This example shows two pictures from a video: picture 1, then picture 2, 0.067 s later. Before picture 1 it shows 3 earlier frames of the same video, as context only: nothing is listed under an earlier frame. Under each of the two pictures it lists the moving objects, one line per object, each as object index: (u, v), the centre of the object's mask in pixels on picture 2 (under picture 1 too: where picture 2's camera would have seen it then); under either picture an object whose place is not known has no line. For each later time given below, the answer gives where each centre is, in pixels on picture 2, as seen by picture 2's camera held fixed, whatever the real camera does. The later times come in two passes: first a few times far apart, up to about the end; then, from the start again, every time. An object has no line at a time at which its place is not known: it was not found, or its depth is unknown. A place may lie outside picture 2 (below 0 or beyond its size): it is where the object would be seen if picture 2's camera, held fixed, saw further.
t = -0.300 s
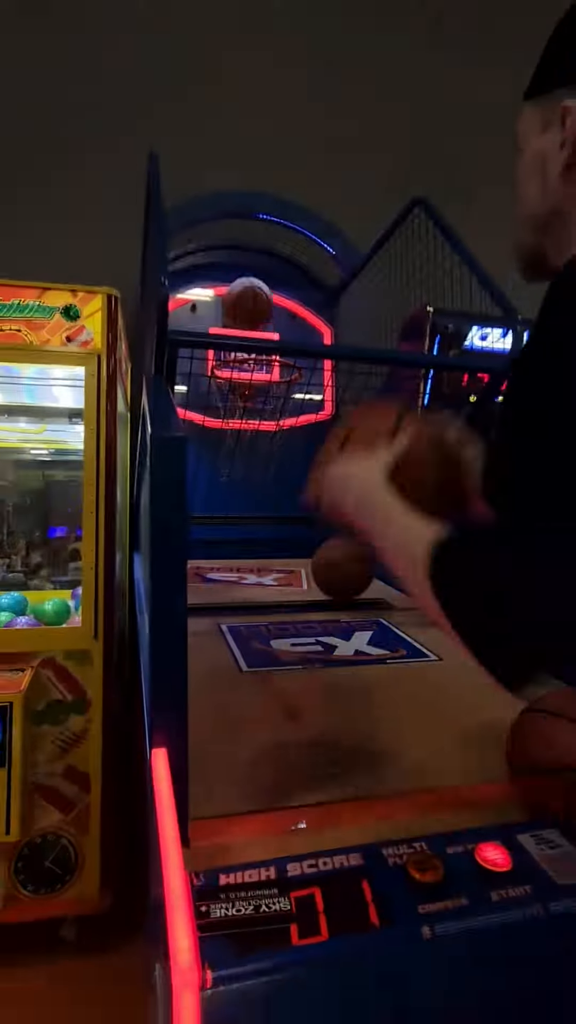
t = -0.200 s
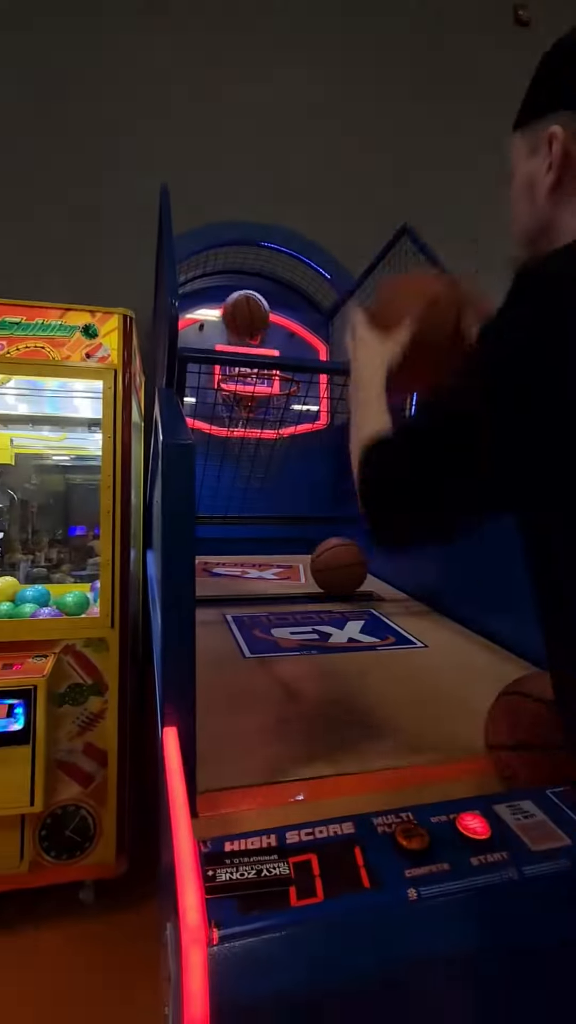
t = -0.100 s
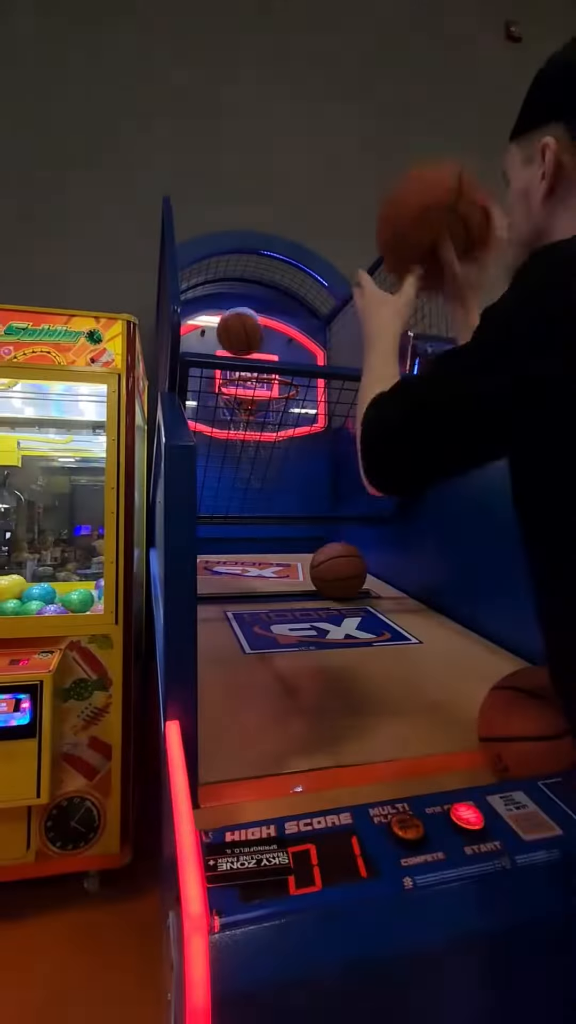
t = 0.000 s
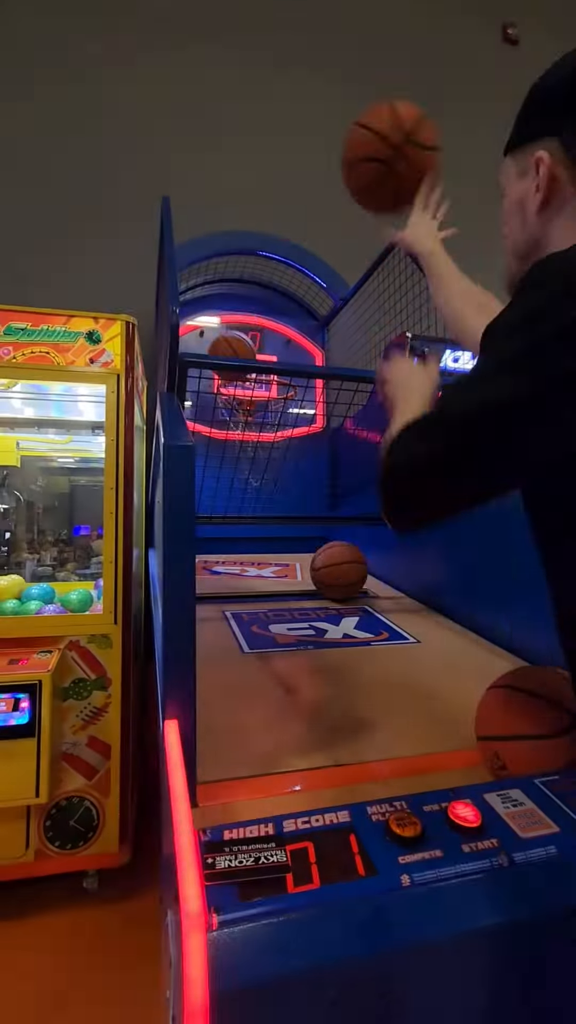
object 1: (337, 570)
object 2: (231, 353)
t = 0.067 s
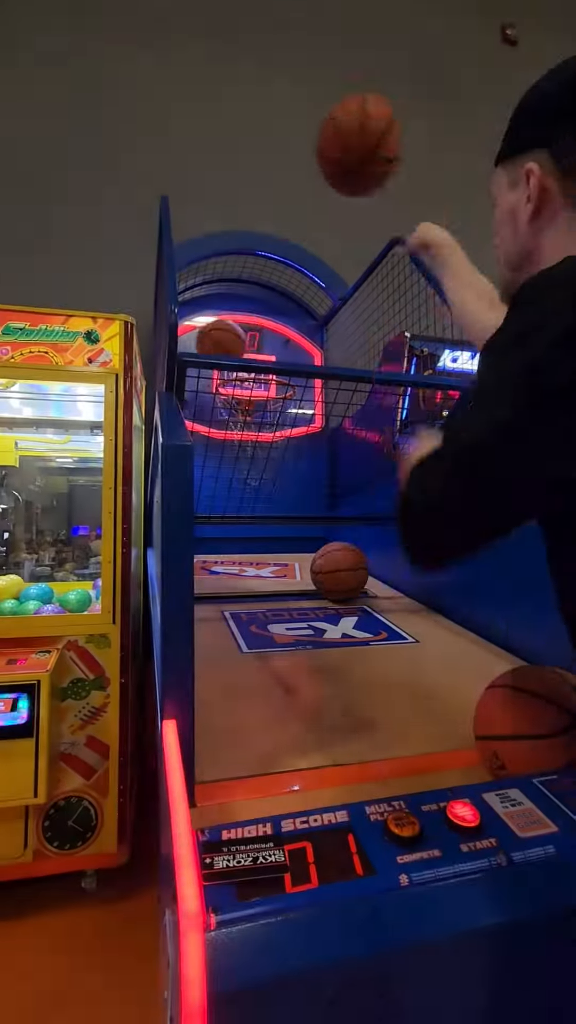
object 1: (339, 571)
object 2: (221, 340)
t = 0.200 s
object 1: (344, 576)
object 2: (200, 339)
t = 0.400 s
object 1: (354, 584)
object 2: (207, 407)
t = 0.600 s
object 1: (370, 597)
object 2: (237, 470)
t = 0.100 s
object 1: (340, 573)
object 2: (216, 338)
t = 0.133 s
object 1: (341, 572)
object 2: (210, 336)
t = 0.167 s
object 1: (342, 573)
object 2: (205, 337)
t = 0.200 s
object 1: (344, 576)
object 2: (200, 339)
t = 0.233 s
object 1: (345, 577)
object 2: (196, 352)
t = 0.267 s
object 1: (347, 578)
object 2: (198, 379)
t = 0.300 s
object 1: (348, 581)
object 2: (198, 375)
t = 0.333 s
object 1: (350, 582)
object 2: (202, 387)
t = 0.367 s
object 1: (351, 583)
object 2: (205, 394)
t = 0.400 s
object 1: (354, 584)
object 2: (207, 407)
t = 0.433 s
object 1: (356, 586)
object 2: (213, 424)
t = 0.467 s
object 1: (358, 588)
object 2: (219, 448)
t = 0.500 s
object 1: (361, 590)
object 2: (223, 471)
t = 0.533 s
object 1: (364, 592)
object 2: (229, 476)
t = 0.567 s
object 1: (367, 594)
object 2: (233, 471)
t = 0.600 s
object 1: (370, 597)
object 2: (237, 470)
